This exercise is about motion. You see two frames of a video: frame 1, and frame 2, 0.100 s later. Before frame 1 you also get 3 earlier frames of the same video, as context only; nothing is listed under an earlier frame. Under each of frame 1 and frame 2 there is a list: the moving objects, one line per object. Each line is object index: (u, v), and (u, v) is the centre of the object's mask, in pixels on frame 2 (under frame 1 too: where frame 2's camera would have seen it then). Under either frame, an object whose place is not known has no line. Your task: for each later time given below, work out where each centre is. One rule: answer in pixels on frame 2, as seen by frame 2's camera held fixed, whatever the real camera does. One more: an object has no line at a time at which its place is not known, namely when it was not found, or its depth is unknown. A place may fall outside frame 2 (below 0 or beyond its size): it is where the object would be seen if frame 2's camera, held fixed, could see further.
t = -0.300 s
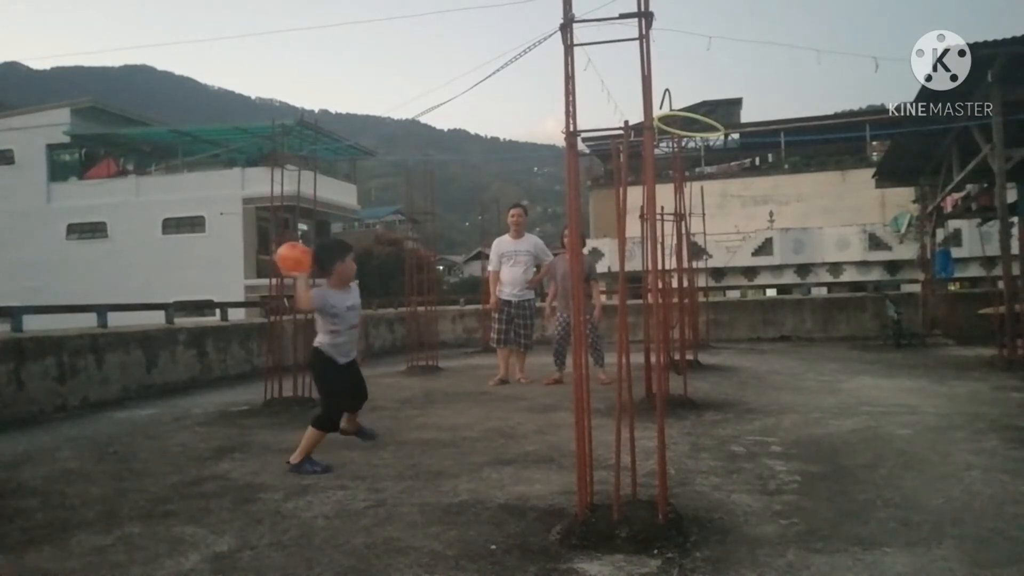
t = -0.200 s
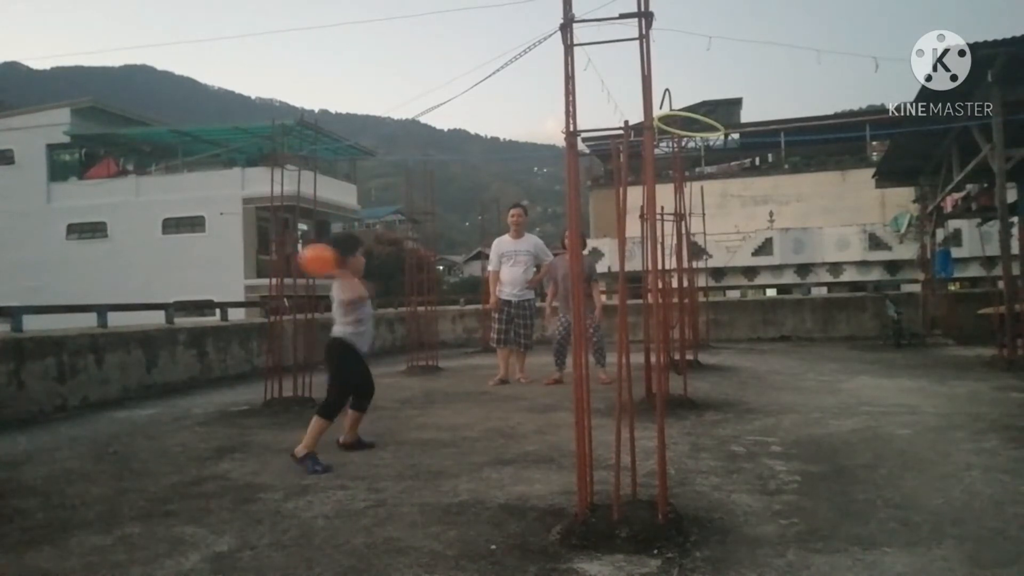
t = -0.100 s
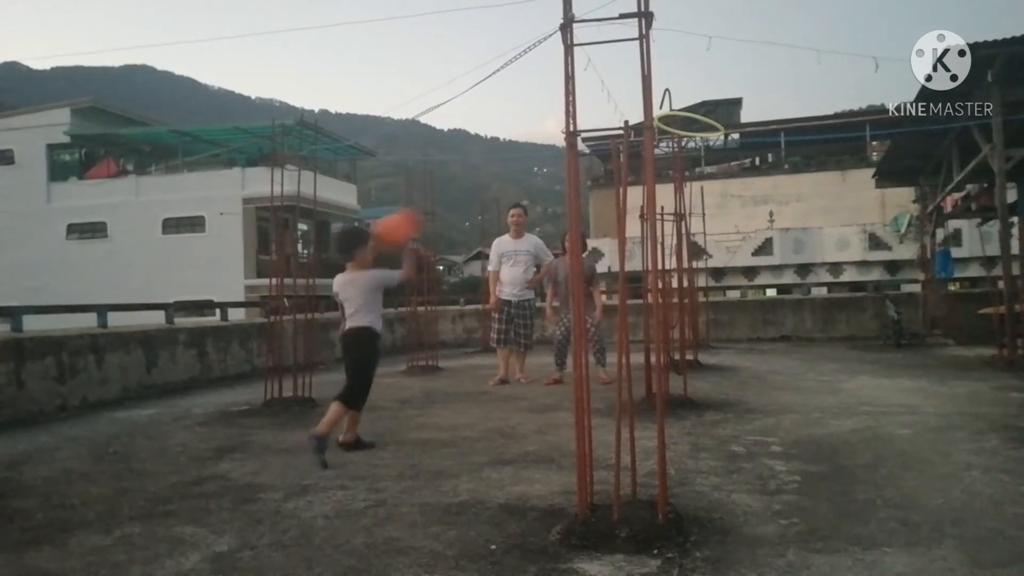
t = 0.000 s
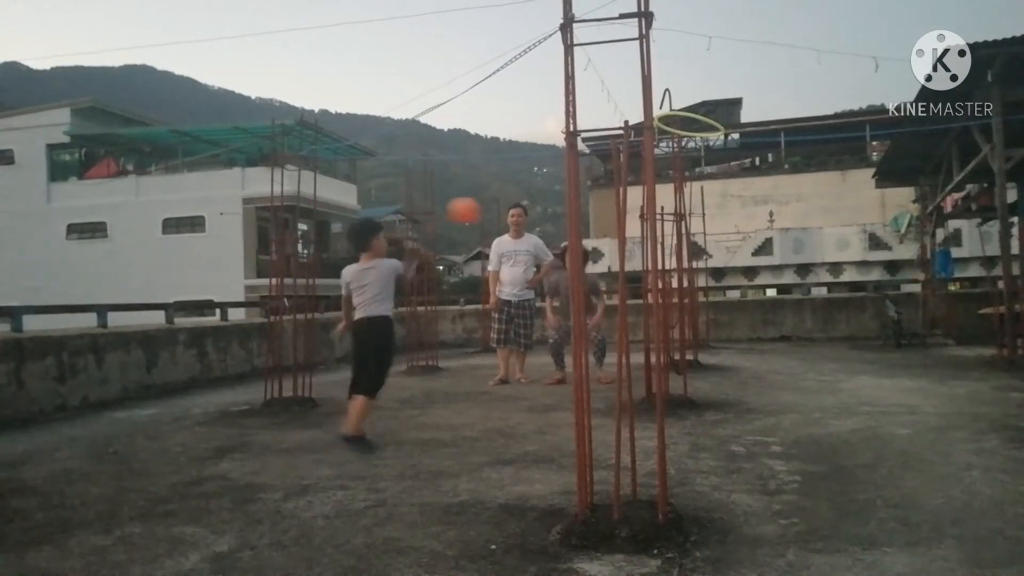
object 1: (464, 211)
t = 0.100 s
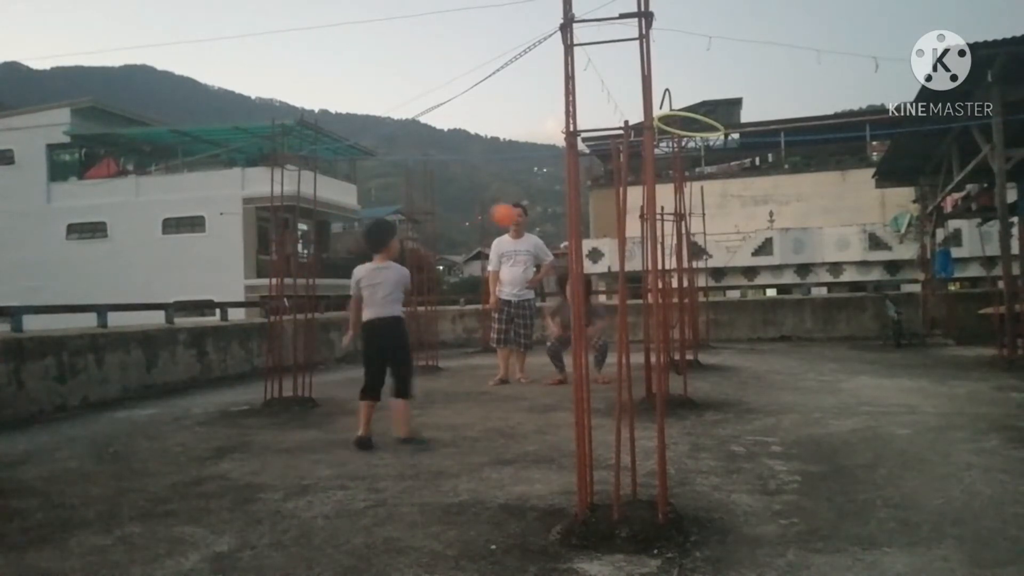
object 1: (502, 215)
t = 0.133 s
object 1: (513, 219)
